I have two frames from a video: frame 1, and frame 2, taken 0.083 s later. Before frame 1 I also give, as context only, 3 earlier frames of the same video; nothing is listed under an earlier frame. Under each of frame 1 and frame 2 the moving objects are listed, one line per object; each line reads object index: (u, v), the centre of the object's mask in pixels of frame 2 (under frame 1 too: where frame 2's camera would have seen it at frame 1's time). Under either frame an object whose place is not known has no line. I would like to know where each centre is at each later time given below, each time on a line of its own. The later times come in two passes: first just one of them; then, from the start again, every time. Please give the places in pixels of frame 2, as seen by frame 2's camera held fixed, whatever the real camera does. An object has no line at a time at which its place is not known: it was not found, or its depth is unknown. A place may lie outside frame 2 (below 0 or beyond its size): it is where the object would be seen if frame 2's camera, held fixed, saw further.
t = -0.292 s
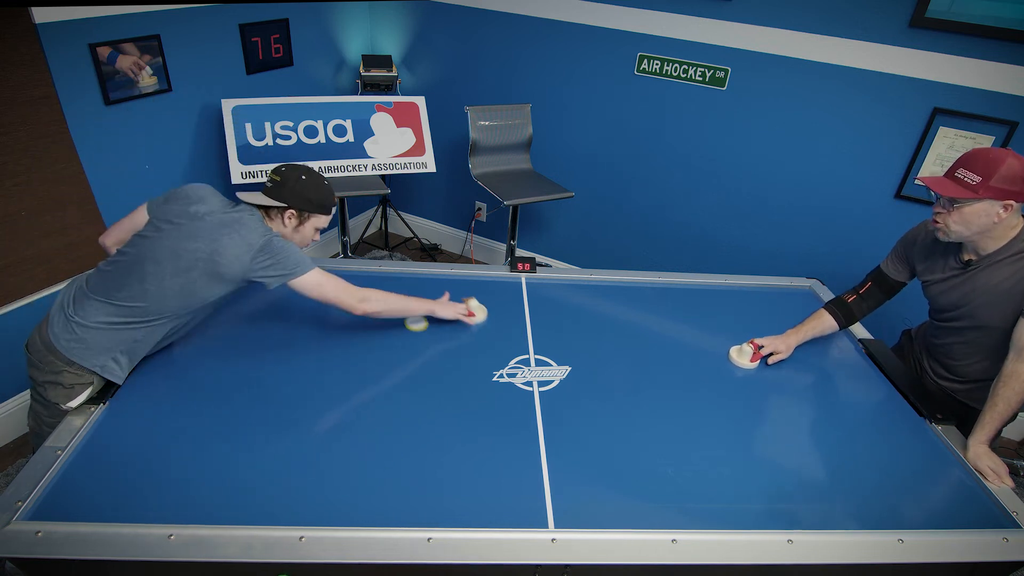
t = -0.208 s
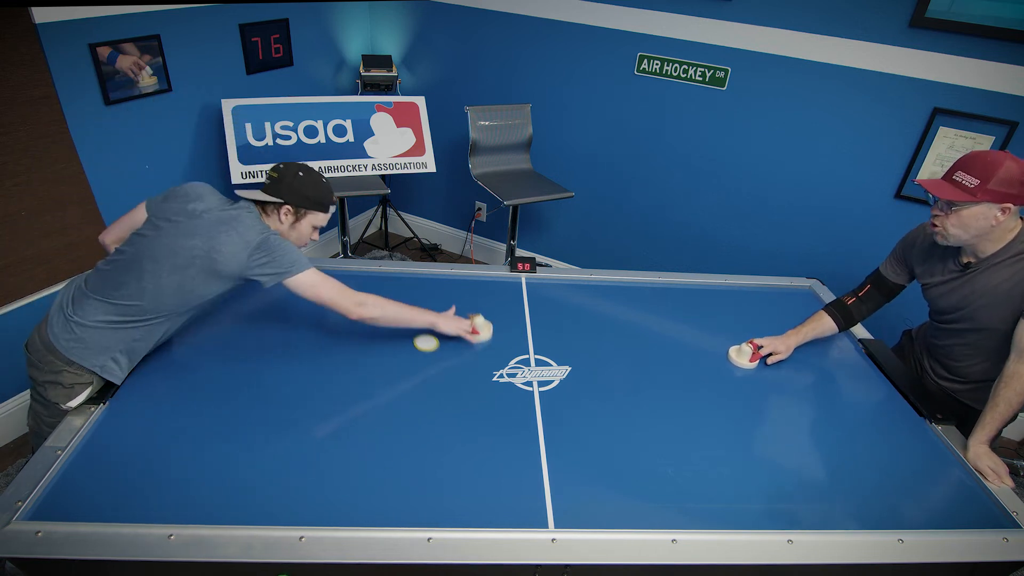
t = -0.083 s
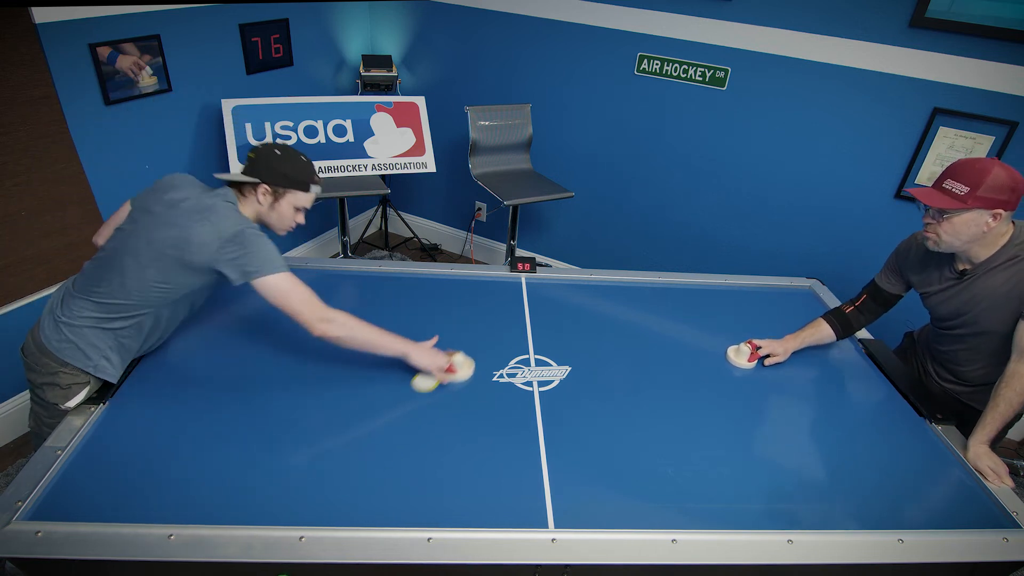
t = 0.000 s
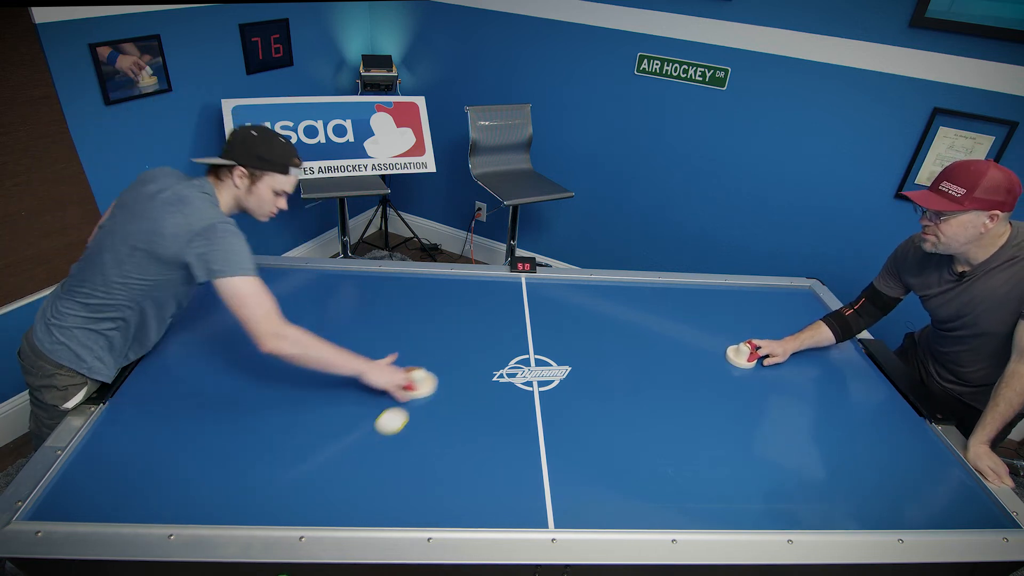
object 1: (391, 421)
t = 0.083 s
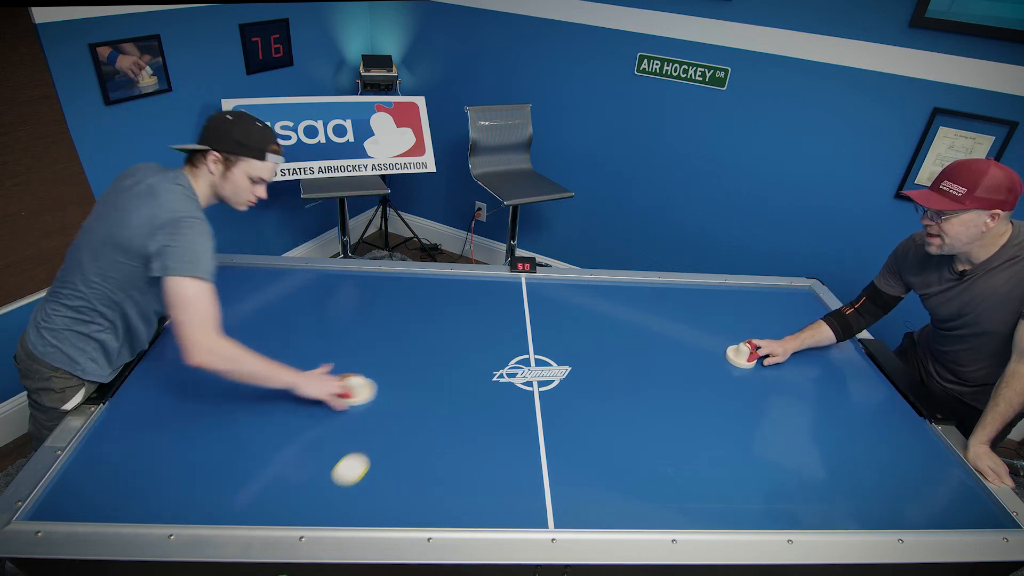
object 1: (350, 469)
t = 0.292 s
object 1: (299, 436)
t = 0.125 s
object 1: (327, 497)
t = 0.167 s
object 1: (310, 505)
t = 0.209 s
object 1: (306, 480)
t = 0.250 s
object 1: (302, 457)
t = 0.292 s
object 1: (299, 436)
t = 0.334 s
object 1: (296, 416)
